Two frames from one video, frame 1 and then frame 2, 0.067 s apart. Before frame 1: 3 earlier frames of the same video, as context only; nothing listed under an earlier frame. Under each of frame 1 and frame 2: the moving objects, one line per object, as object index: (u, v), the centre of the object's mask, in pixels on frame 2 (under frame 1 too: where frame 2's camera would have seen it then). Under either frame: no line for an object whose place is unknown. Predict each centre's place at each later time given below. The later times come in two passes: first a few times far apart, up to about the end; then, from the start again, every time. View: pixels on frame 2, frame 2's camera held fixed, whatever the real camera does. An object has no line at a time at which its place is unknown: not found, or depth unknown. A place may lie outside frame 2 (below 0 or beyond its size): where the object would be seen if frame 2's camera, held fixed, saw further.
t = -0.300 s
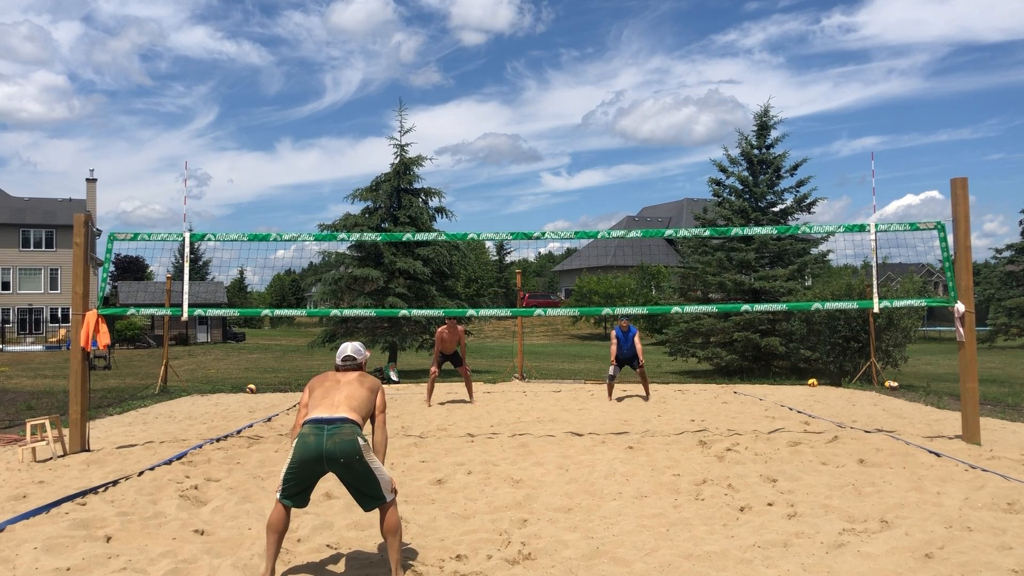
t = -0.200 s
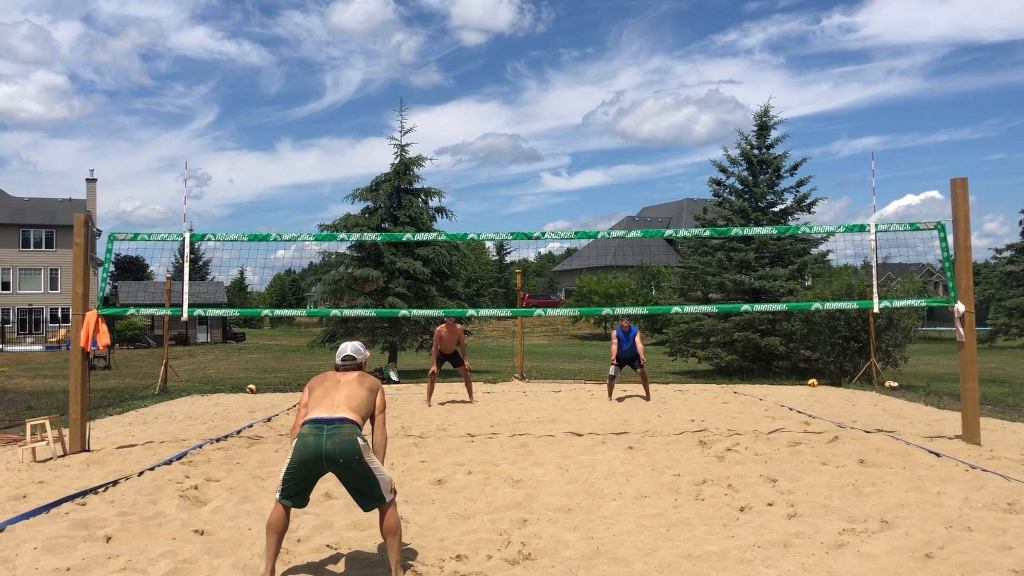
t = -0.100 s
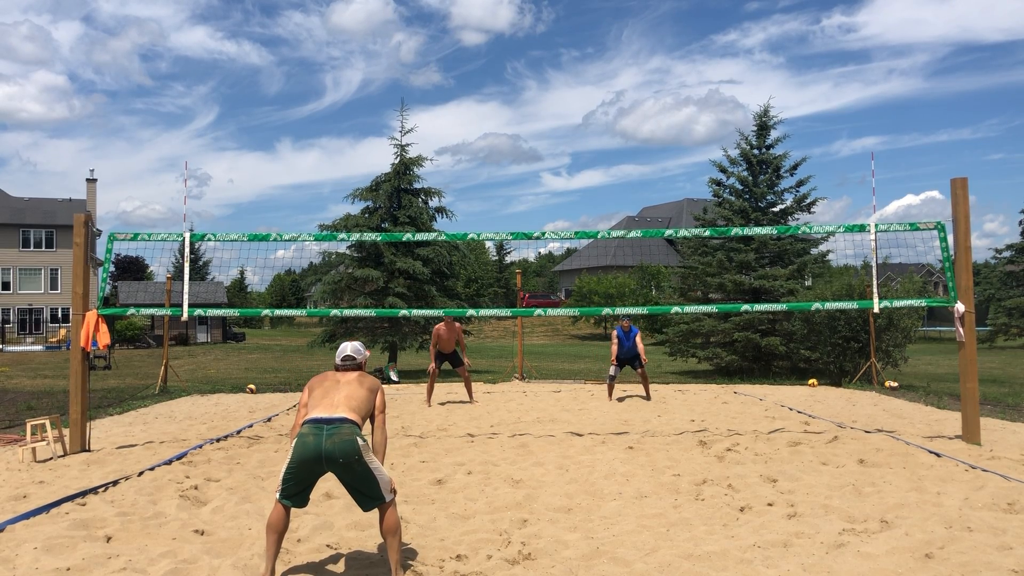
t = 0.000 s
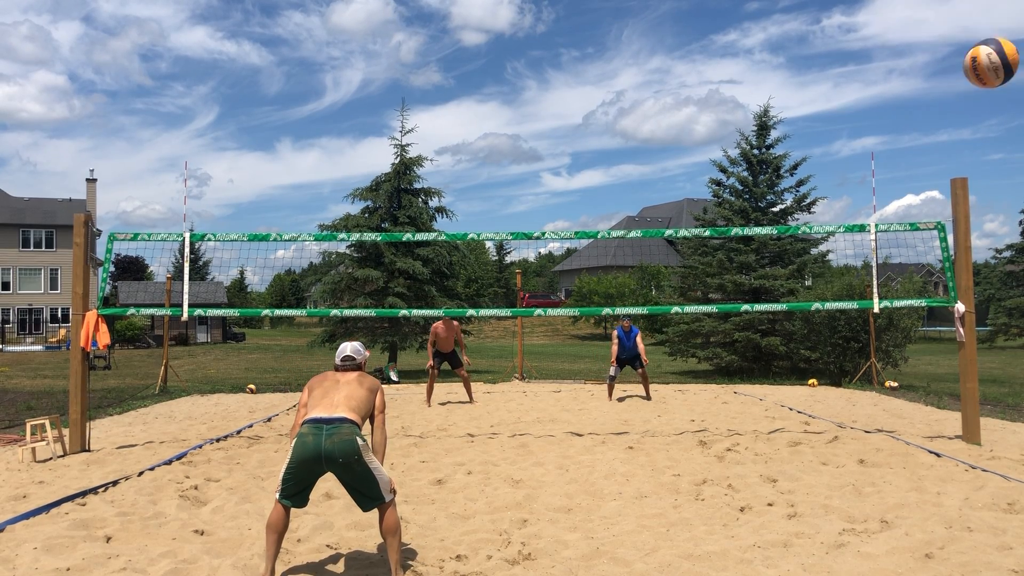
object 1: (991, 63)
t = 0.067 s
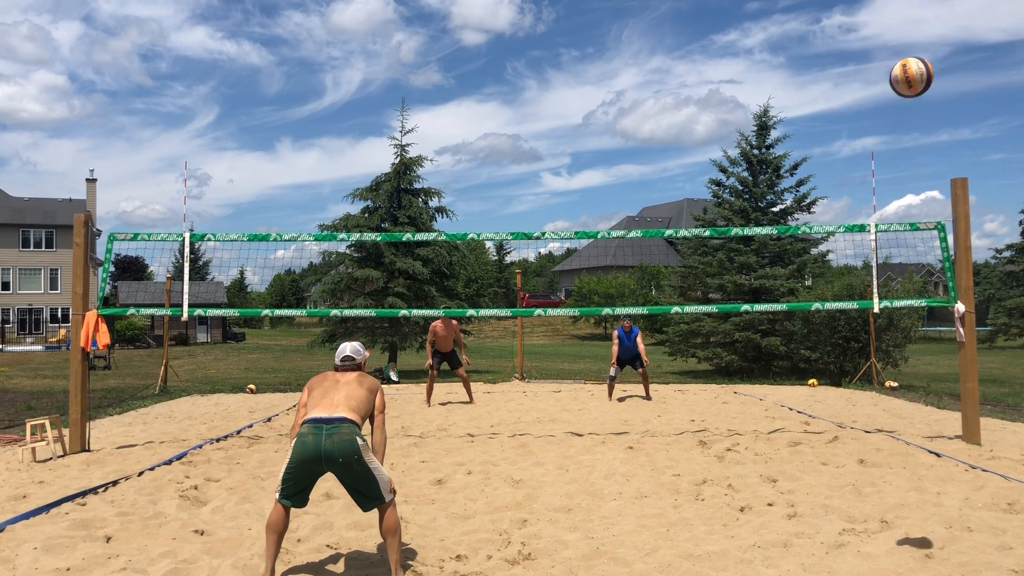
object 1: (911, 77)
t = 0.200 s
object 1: (813, 113)
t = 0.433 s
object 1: (724, 193)
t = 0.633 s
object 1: (700, 222)
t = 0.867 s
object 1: (694, 243)
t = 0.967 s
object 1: (691, 264)
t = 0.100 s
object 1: (881, 85)
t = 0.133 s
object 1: (855, 94)
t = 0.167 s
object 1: (832, 103)
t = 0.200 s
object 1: (813, 113)
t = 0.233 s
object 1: (796, 124)
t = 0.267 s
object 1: (781, 135)
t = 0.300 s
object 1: (768, 145)
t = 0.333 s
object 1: (755, 157)
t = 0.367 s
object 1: (744, 168)
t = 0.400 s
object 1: (734, 180)
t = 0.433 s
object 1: (724, 193)
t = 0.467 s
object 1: (717, 204)
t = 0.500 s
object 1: (710, 217)
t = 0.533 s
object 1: (704, 227)
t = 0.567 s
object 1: (703, 226)
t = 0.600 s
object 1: (700, 223)
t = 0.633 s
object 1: (700, 222)
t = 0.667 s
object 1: (699, 221)
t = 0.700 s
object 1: (698, 221)
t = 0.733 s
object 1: (697, 222)
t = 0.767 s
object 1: (695, 224)
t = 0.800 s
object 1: (697, 238)
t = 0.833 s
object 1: (695, 240)
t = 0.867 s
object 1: (694, 243)
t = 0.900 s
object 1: (693, 249)
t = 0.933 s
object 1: (692, 256)
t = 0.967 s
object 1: (691, 264)
